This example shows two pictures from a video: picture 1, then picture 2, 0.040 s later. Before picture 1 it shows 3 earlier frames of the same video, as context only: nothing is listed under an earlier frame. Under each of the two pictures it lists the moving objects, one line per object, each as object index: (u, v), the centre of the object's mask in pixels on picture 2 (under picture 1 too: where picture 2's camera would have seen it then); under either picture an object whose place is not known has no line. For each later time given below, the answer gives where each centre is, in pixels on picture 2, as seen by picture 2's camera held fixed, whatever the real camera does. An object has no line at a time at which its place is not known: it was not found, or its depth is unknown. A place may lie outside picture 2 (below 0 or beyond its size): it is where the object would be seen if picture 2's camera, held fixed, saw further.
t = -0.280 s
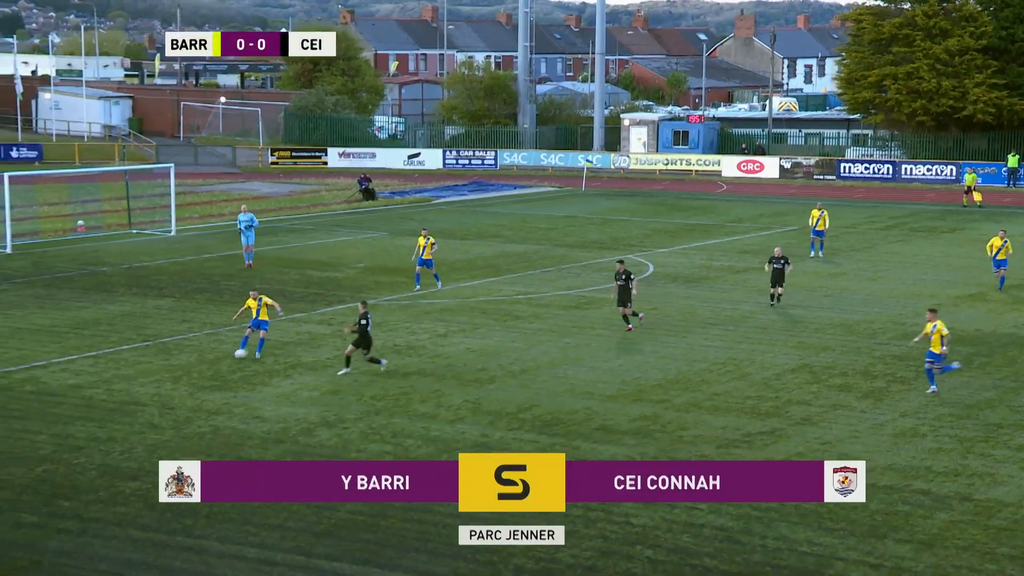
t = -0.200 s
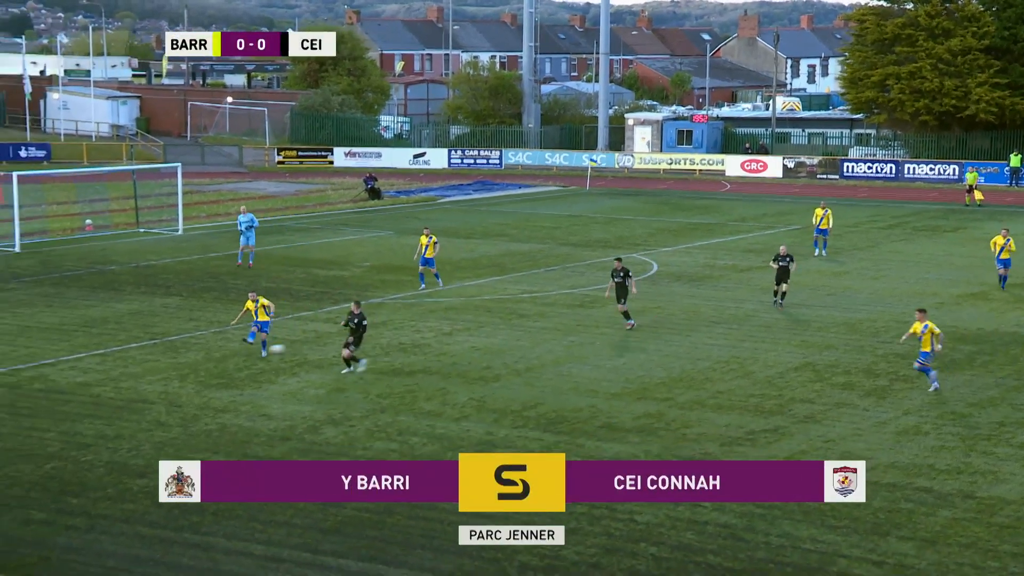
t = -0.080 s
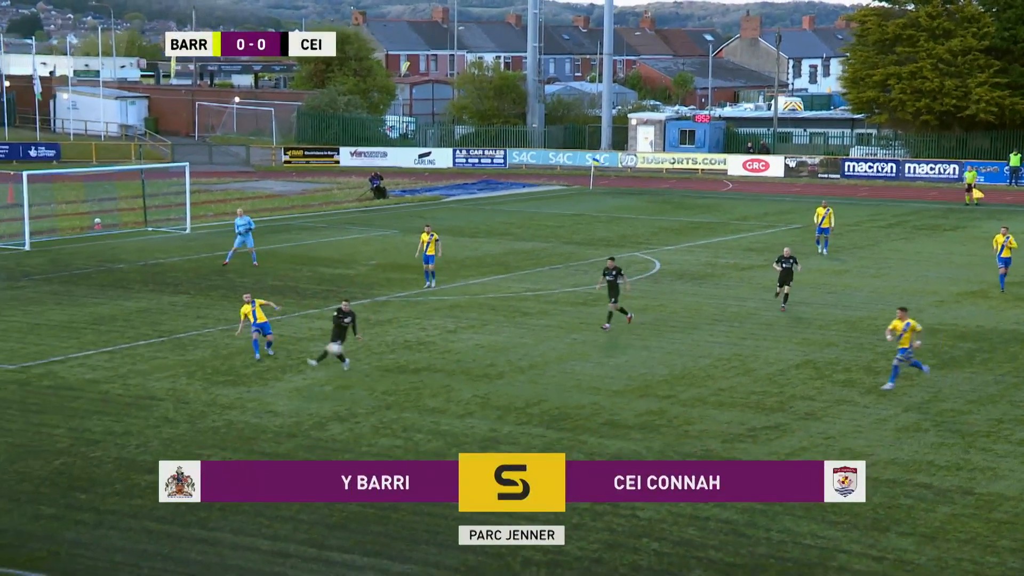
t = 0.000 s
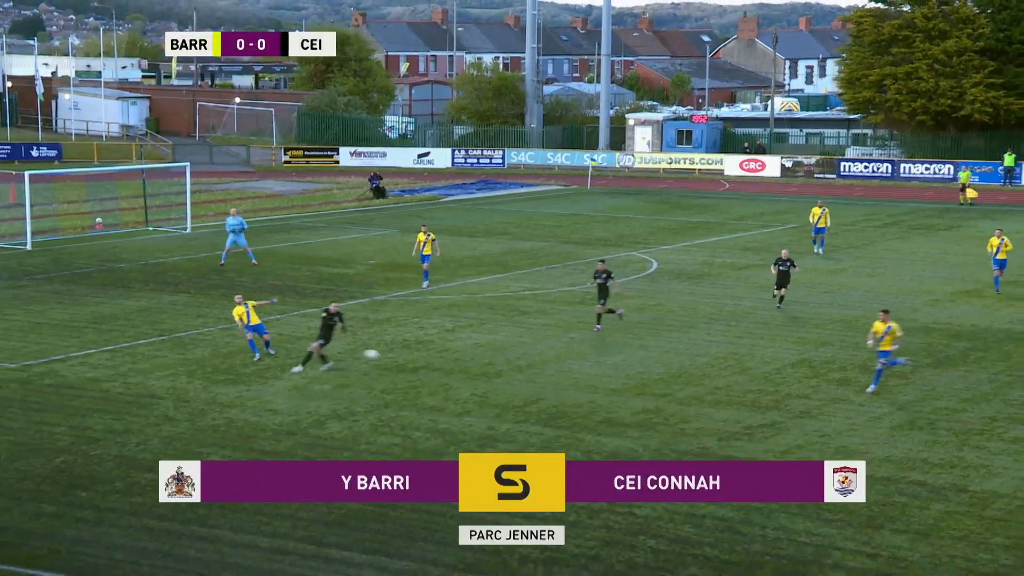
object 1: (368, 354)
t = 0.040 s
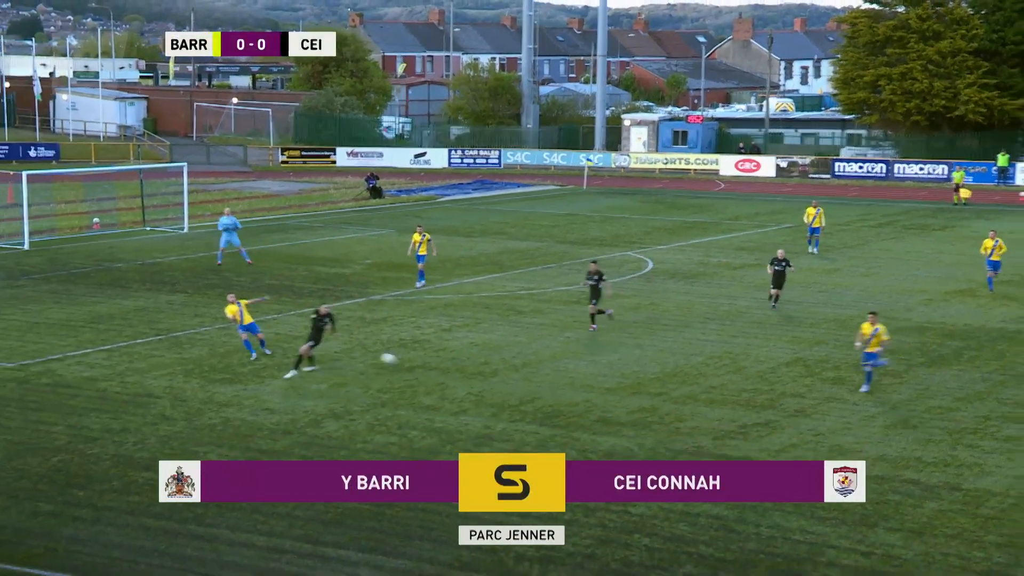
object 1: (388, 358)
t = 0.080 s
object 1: (409, 364)
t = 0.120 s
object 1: (431, 371)
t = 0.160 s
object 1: (453, 380)
